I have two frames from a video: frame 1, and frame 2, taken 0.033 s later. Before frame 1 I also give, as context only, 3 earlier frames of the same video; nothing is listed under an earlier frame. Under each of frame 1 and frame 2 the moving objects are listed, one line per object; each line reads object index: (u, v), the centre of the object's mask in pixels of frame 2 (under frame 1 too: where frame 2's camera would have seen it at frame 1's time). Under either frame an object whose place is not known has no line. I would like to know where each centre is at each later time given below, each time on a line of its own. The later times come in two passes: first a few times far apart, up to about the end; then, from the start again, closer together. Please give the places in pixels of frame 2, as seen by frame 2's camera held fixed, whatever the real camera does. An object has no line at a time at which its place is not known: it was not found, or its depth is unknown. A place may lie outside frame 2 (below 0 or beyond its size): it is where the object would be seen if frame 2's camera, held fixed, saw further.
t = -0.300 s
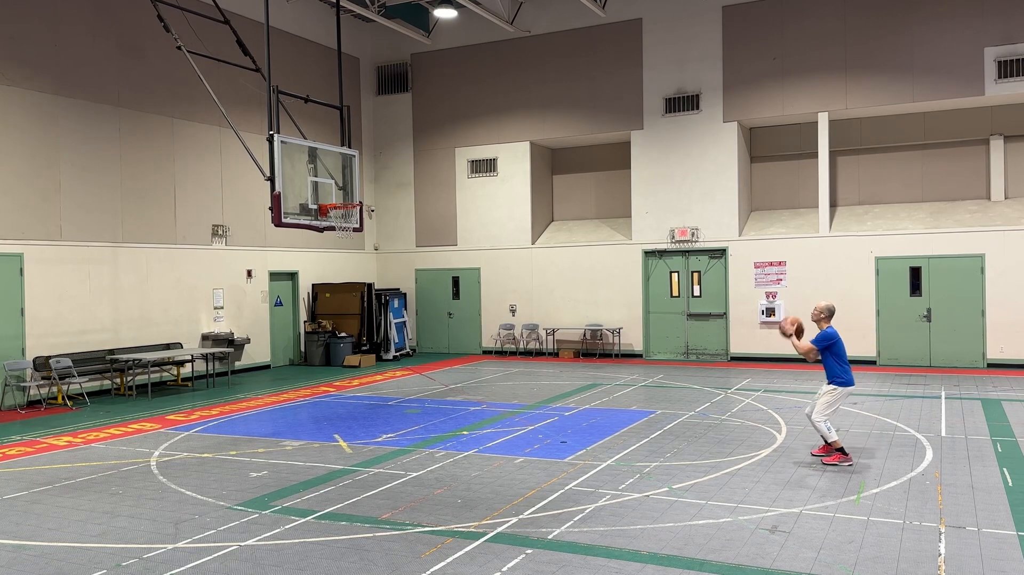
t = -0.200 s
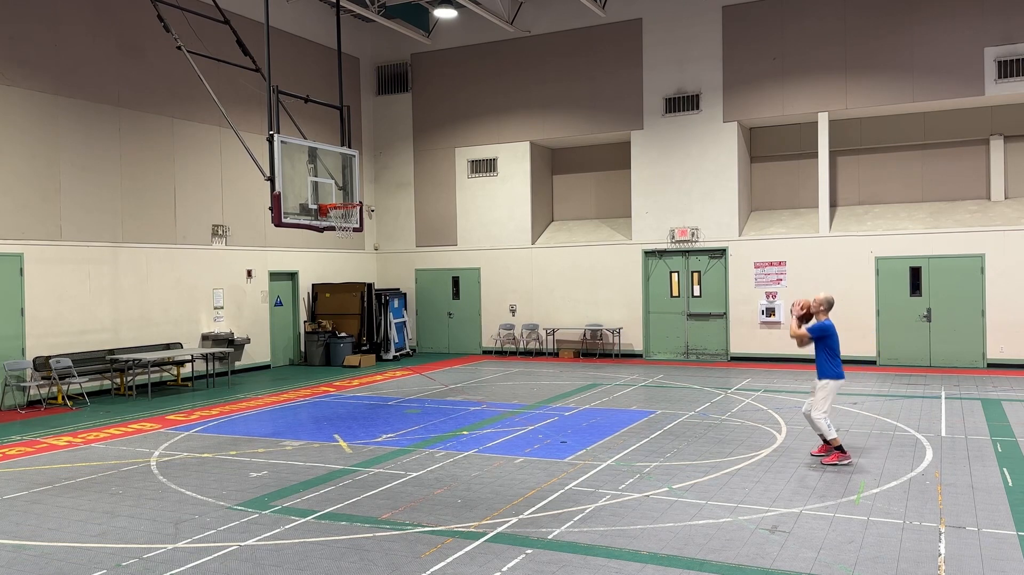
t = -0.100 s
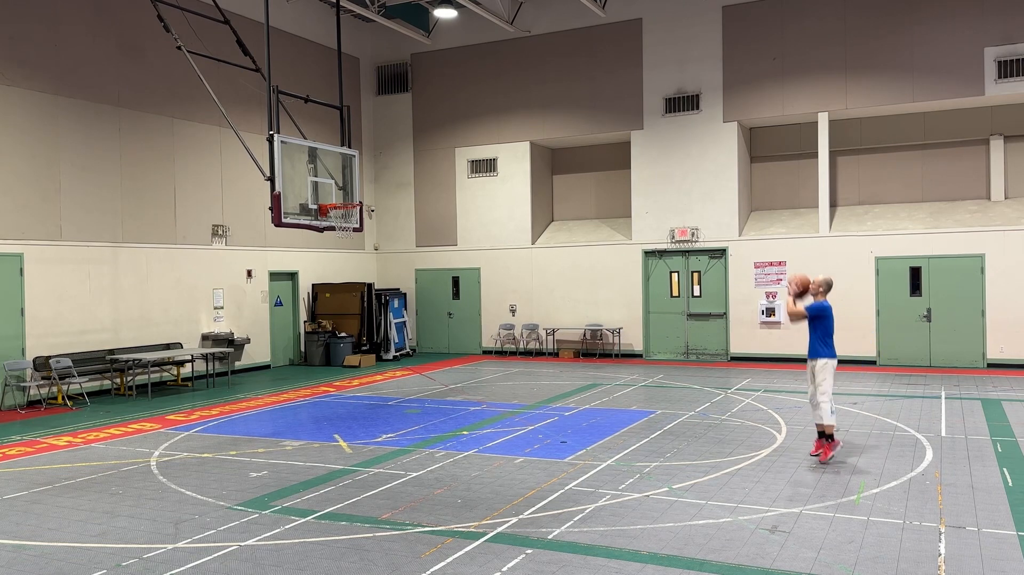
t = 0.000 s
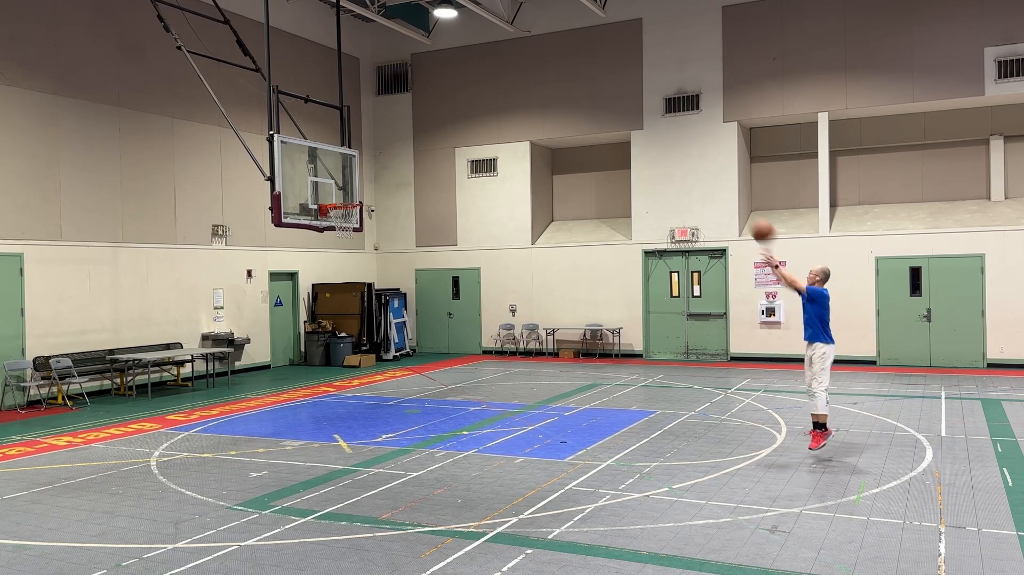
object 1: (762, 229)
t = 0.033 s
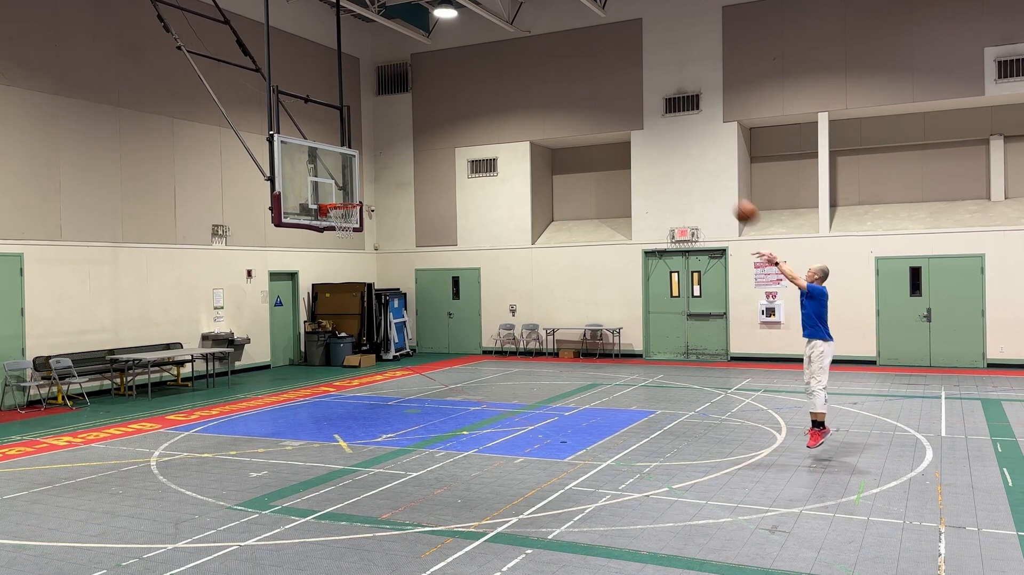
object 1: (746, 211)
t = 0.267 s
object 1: (641, 116)
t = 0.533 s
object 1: (539, 74)
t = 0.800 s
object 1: (454, 90)
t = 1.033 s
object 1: (389, 142)
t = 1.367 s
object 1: (339, 247)
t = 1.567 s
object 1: (338, 326)
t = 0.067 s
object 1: (729, 194)
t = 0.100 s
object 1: (713, 177)
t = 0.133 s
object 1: (697, 163)
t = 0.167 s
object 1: (682, 149)
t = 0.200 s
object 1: (668, 136)
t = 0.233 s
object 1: (654, 125)
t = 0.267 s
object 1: (641, 116)
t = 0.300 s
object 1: (626, 107)
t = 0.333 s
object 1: (613, 99)
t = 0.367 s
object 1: (600, 93)
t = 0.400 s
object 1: (587, 87)
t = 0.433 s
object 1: (575, 83)
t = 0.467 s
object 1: (563, 79)
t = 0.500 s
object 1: (551, 76)
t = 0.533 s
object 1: (539, 74)
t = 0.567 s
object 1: (528, 73)
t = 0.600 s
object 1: (516, 73)
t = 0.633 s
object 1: (505, 74)
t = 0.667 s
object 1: (495, 76)
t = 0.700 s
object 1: (484, 78)
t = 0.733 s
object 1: (473, 81)
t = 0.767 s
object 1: (463, 85)
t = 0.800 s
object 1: (454, 90)
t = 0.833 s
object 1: (444, 95)
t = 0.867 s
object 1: (434, 101)
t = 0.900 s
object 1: (425, 108)
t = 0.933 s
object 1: (416, 115)
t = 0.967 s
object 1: (406, 123)
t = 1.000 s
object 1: (398, 132)
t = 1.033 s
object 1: (389, 142)
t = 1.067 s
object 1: (381, 151)
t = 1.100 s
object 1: (373, 162)
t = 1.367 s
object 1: (339, 247)
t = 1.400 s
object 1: (339, 258)
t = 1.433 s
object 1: (339, 269)
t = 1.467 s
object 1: (339, 283)
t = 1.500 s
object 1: (339, 295)
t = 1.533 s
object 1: (338, 310)
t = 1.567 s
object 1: (338, 326)
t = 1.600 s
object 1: (337, 342)
